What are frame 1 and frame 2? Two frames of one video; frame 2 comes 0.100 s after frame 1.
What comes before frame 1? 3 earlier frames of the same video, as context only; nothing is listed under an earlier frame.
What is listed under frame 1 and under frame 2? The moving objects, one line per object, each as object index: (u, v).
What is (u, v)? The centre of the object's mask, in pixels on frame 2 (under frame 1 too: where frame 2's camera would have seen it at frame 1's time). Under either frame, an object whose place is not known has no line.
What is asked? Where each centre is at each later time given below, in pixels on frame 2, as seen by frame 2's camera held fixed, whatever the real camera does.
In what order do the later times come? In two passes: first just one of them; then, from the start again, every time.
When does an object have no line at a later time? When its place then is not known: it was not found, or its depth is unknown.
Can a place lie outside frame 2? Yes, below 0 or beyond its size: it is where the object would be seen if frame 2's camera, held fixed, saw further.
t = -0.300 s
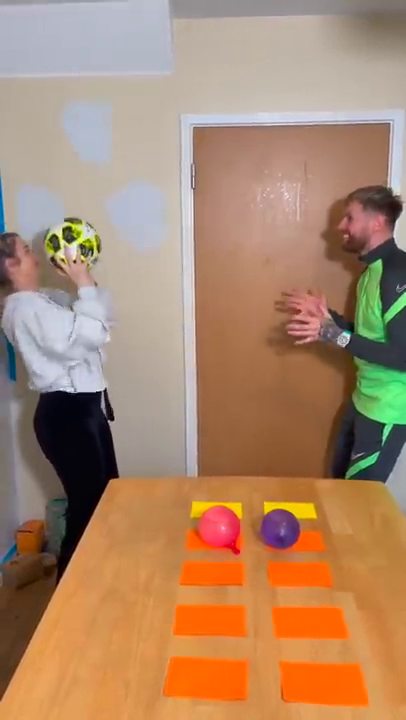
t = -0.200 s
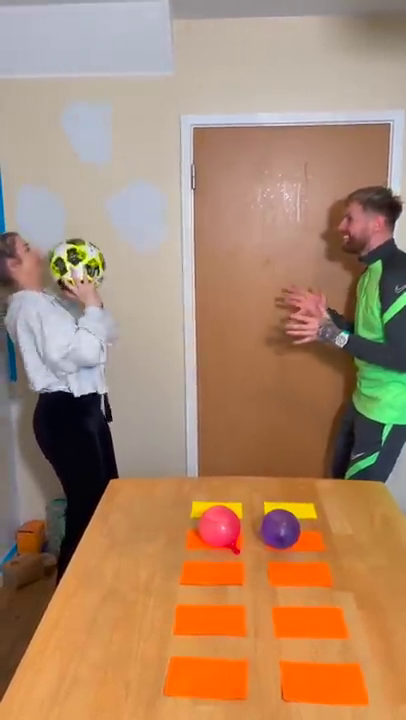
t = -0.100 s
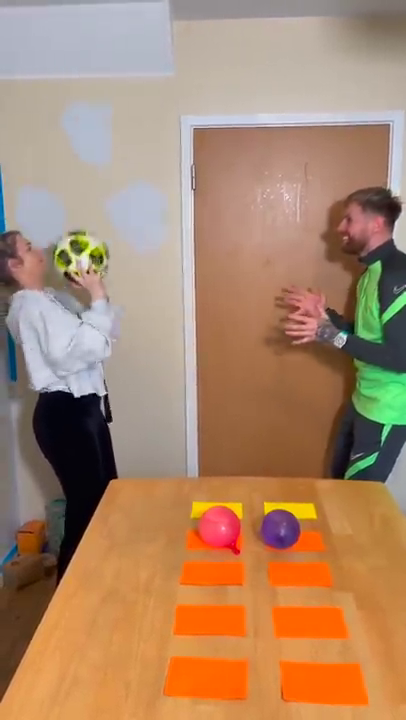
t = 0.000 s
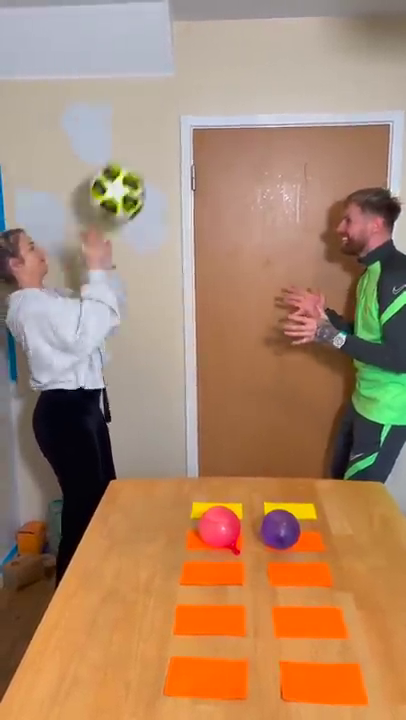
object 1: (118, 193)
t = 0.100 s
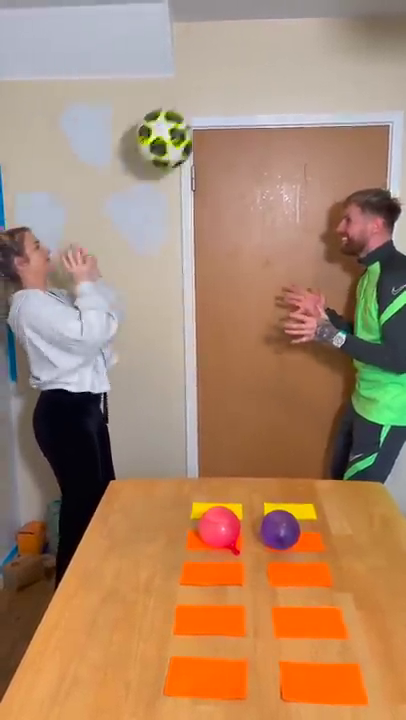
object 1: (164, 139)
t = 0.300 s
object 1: (263, 108)
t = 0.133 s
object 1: (180, 126)
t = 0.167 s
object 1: (197, 117)
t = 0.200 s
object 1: (213, 110)
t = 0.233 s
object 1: (230, 106)
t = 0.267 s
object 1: (246, 106)
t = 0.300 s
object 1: (263, 108)
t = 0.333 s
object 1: (280, 113)
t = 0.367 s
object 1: (296, 122)
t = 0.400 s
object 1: (312, 134)
